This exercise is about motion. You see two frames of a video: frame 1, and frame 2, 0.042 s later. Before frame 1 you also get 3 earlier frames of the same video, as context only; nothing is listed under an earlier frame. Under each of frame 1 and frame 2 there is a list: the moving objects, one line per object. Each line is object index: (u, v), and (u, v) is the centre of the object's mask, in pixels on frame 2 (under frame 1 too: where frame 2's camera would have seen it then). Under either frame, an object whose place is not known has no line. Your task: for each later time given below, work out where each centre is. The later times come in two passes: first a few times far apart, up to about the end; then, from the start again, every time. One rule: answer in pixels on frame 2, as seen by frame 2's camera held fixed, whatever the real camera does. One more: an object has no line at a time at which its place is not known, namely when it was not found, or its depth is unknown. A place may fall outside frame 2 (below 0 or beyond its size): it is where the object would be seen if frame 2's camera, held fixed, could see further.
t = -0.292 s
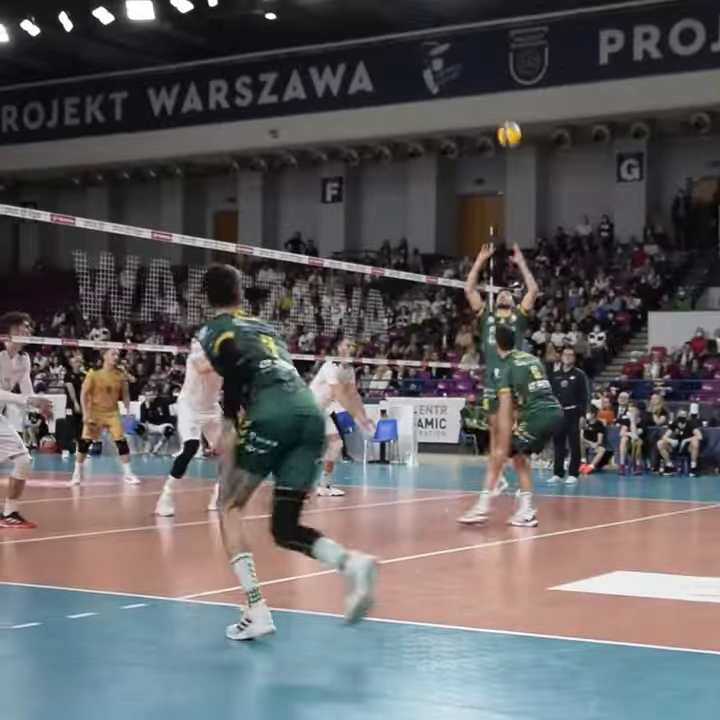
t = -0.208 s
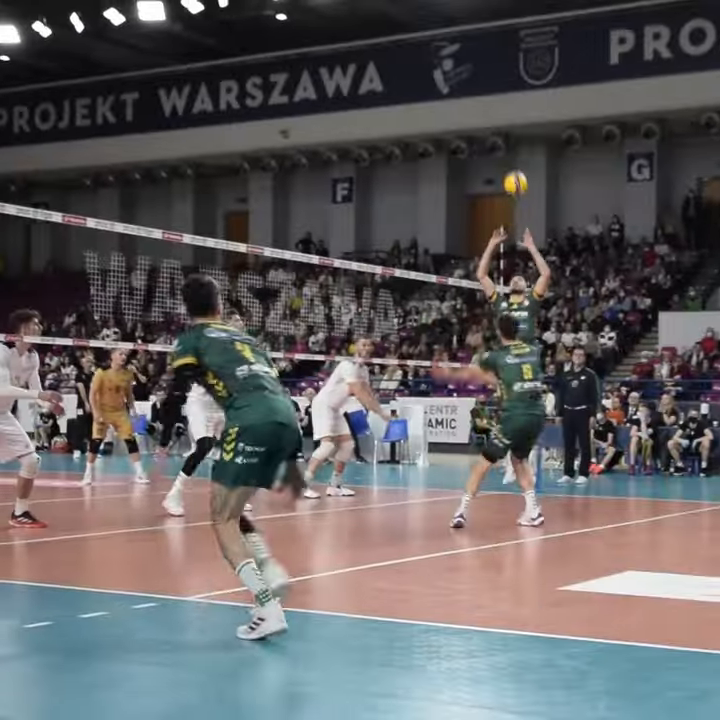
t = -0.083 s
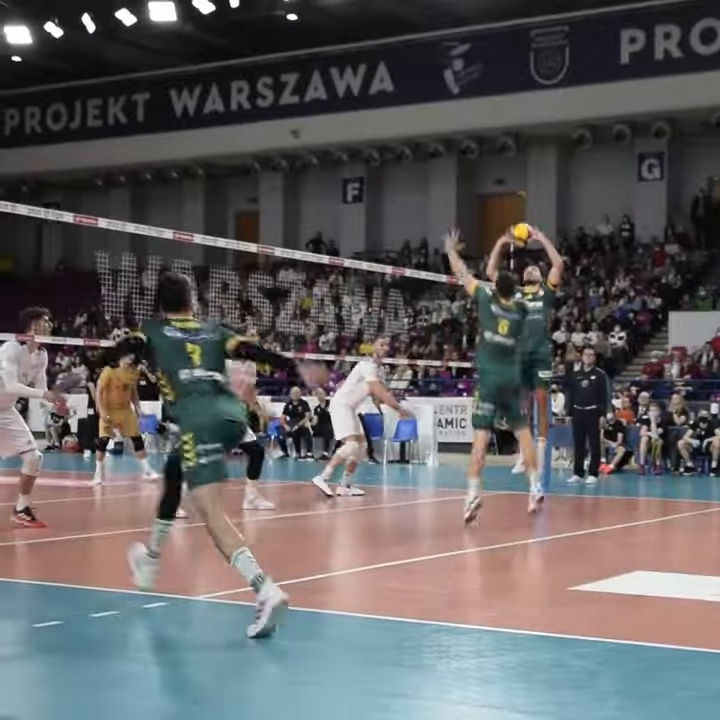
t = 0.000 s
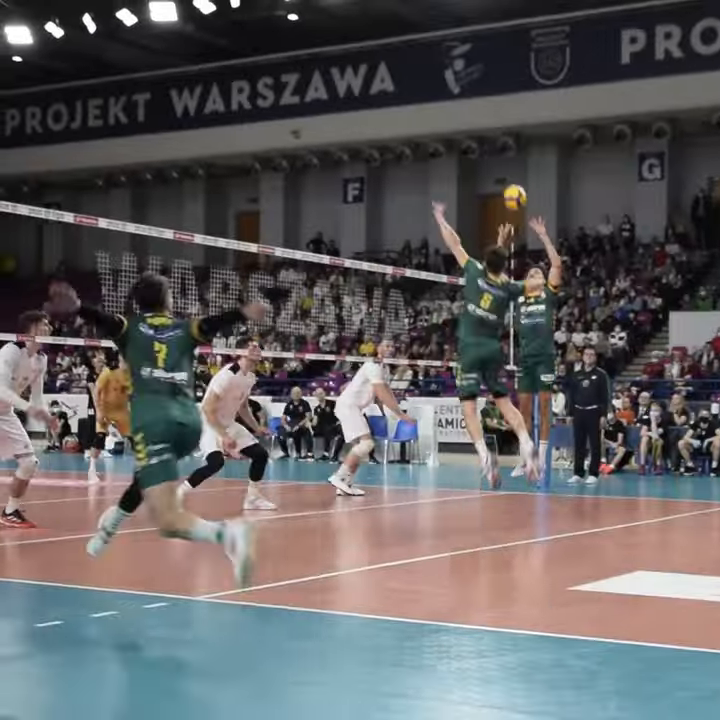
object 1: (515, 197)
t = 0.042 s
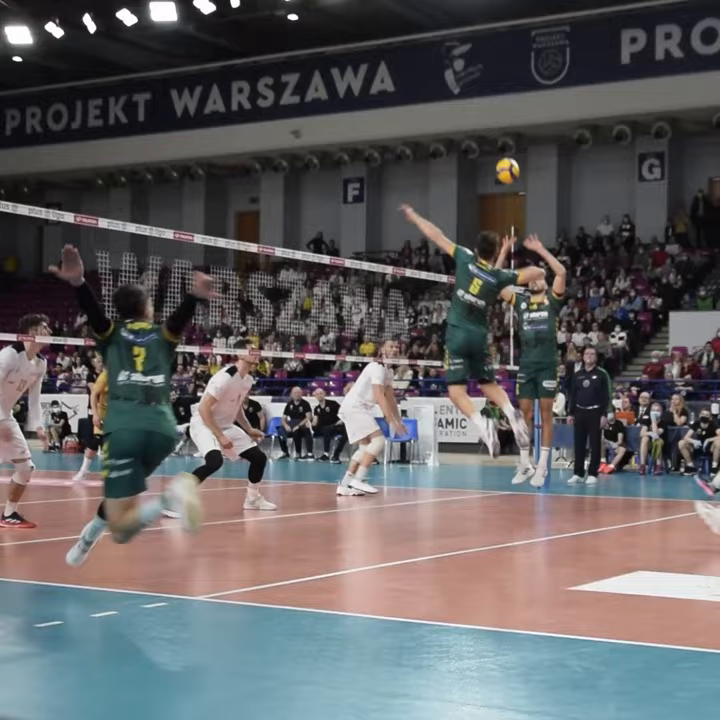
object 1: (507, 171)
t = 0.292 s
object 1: (477, 97)
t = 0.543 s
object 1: (443, 86)
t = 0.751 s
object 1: (413, 129)
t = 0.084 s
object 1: (502, 154)
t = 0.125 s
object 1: (497, 140)
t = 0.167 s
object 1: (492, 127)
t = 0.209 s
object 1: (488, 115)
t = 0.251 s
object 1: (483, 105)
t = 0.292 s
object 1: (477, 97)
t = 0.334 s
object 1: (472, 90)
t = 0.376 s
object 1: (467, 86)
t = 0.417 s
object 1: (462, 83)
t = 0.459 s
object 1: (456, 81)
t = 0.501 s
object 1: (451, 82)
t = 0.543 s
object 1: (443, 86)
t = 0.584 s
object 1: (437, 90)
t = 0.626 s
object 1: (431, 97)
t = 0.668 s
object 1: (426, 105)
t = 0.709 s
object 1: (420, 115)
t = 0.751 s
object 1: (413, 129)
